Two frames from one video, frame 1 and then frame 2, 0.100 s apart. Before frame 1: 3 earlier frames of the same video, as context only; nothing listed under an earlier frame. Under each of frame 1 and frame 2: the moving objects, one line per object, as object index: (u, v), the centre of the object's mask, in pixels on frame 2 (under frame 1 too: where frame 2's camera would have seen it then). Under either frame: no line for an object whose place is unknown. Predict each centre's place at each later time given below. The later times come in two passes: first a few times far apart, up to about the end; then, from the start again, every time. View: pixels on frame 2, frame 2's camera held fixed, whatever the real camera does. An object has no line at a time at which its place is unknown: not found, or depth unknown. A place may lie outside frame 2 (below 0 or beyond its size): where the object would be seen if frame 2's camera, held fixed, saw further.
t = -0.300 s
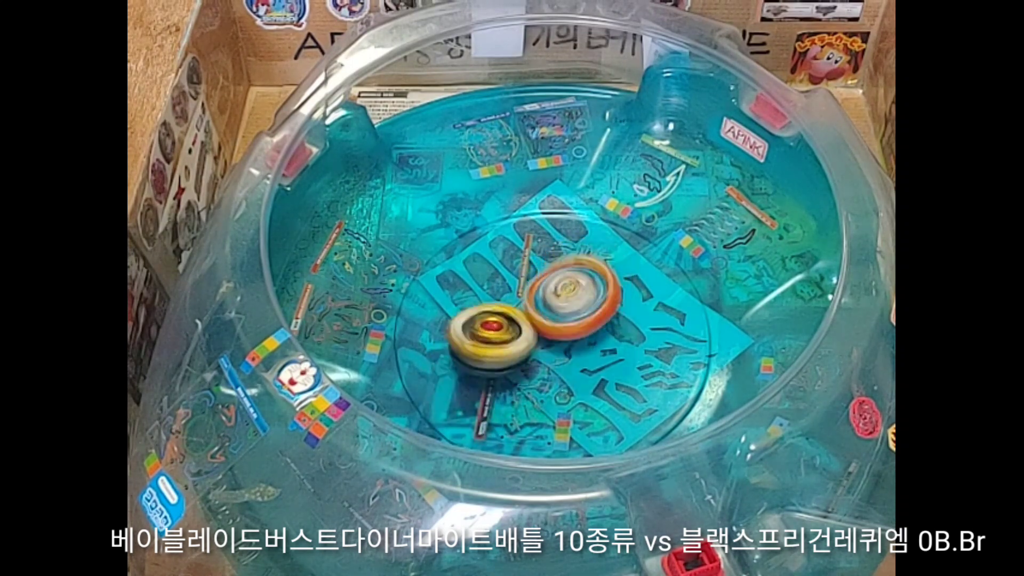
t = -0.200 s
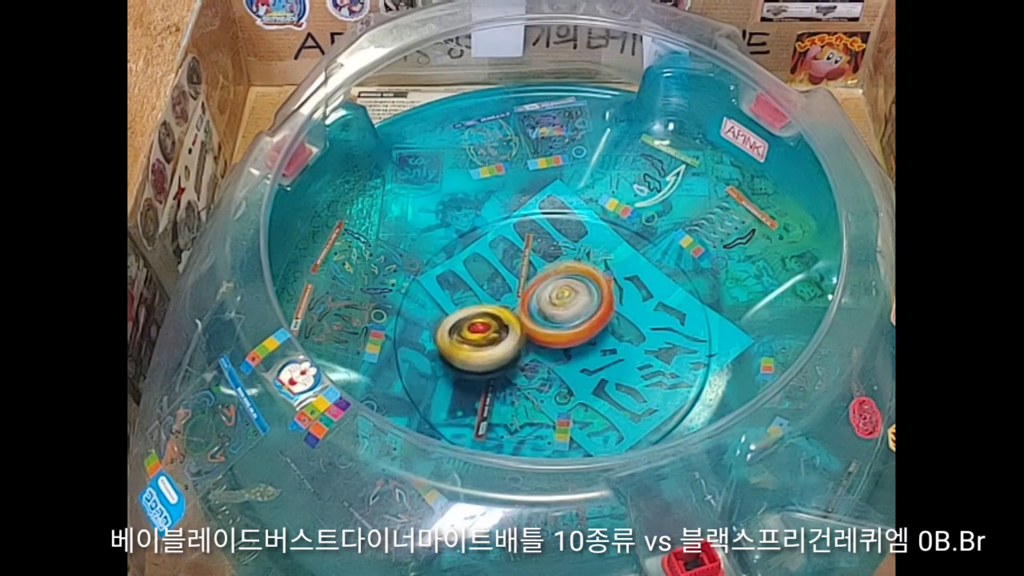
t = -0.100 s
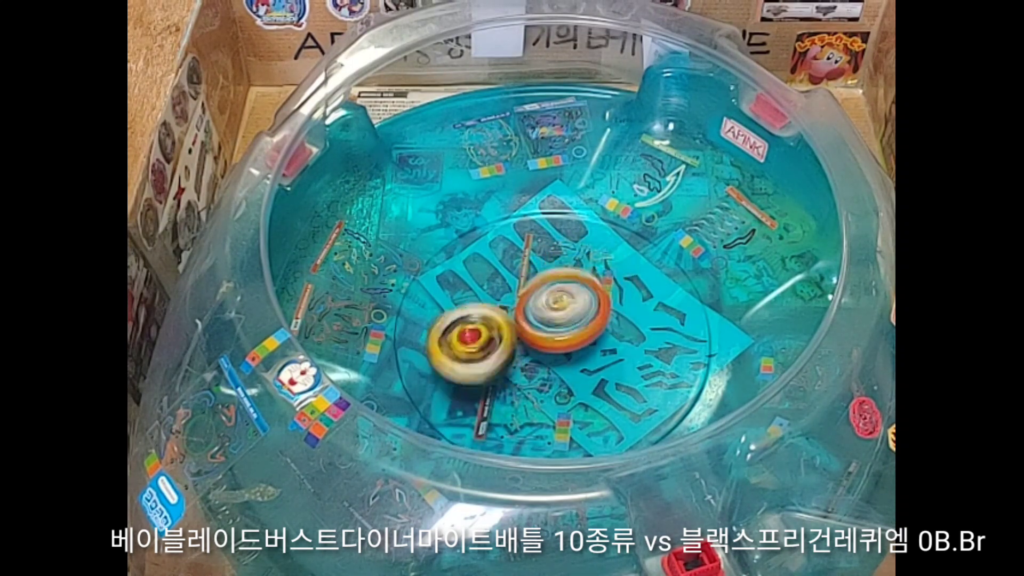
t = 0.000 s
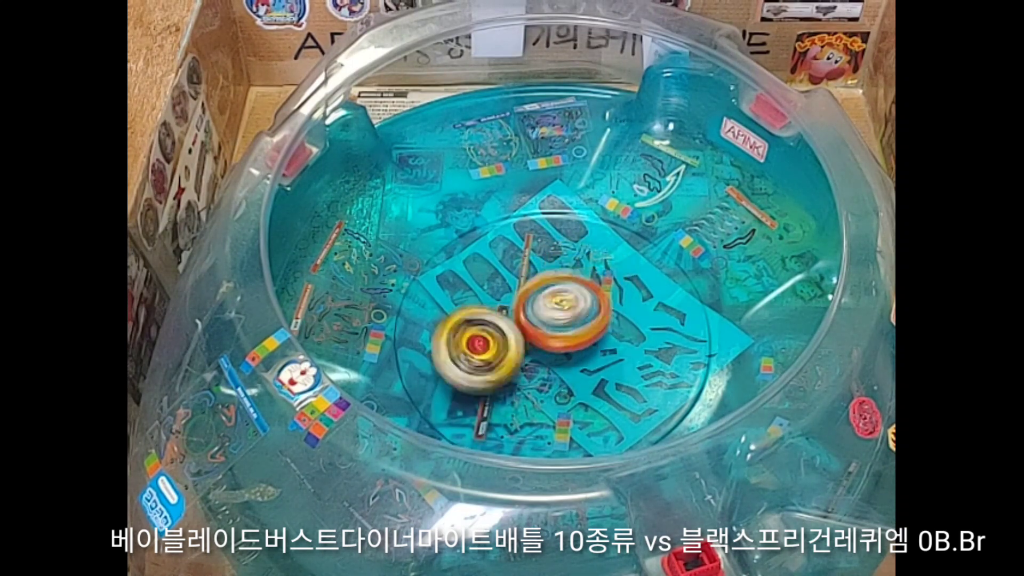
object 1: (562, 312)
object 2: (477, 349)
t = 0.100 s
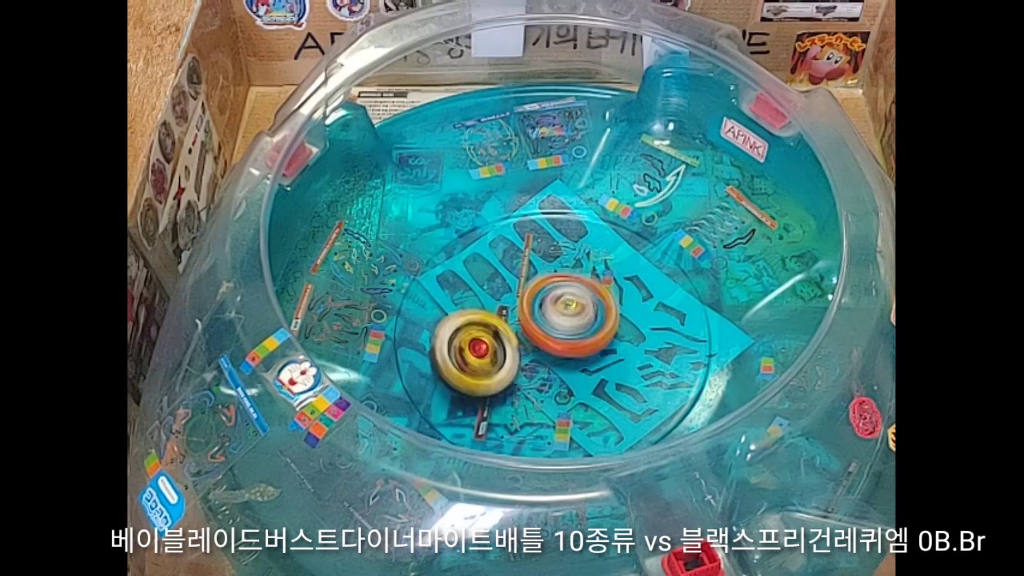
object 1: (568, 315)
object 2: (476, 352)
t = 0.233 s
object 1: (566, 314)
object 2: (480, 347)
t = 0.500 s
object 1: (568, 320)
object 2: (470, 338)
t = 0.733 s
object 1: (573, 325)
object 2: (465, 335)
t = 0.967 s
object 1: (574, 337)
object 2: (480, 315)
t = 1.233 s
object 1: (567, 347)
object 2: (495, 276)
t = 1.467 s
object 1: (552, 345)
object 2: (517, 266)
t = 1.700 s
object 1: (547, 342)
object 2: (543, 257)
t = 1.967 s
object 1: (548, 347)
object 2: (547, 262)
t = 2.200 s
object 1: (567, 370)
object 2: (545, 245)
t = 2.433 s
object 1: (582, 382)
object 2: (548, 265)
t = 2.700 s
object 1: (572, 367)
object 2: (545, 277)
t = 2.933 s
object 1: (560, 352)
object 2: (538, 261)
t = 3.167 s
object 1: (563, 348)
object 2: (545, 263)
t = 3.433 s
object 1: (552, 349)
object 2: (555, 264)
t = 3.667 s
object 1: (548, 364)
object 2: (560, 283)
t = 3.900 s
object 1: (548, 360)
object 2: (583, 286)
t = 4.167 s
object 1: (545, 362)
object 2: (586, 286)
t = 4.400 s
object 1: (557, 352)
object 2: (584, 278)
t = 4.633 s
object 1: (558, 353)
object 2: (560, 275)
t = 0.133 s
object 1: (566, 317)
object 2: (475, 355)
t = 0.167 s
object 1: (563, 316)
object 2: (477, 354)
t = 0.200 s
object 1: (564, 313)
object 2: (478, 350)
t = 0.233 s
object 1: (566, 314)
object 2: (480, 347)
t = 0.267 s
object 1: (567, 316)
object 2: (479, 342)
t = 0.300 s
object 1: (567, 317)
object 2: (473, 341)
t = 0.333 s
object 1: (567, 319)
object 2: (471, 342)
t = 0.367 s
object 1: (566, 320)
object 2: (473, 340)
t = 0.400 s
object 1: (565, 318)
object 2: (474, 339)
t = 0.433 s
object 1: (568, 318)
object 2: (471, 338)
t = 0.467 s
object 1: (568, 320)
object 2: (469, 339)
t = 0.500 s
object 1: (568, 320)
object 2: (470, 338)
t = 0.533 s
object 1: (567, 320)
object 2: (471, 336)
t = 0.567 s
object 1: (567, 319)
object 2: (477, 335)
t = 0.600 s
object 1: (568, 319)
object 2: (478, 332)
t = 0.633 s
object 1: (574, 320)
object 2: (469, 333)
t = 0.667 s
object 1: (574, 321)
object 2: (466, 334)
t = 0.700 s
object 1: (573, 323)
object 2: (465, 335)
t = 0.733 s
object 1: (573, 325)
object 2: (465, 335)
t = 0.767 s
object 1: (574, 329)
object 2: (467, 333)
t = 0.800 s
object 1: (575, 331)
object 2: (465, 333)
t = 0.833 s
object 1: (575, 333)
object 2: (467, 330)
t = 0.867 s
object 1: (575, 334)
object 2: (469, 326)
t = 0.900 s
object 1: (574, 335)
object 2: (472, 323)
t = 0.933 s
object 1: (574, 337)
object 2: (477, 320)
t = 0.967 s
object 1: (574, 337)
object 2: (480, 315)
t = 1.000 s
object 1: (576, 338)
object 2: (484, 310)
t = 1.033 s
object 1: (576, 339)
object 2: (489, 305)
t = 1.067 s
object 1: (576, 340)
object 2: (488, 300)
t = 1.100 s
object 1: (576, 342)
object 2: (485, 294)
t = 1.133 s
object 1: (572, 343)
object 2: (489, 287)
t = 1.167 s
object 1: (569, 345)
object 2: (493, 283)
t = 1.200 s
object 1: (568, 347)
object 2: (494, 279)
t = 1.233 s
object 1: (567, 347)
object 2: (495, 276)
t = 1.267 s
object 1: (565, 347)
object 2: (500, 273)
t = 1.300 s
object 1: (565, 348)
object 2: (503, 271)
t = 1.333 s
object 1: (564, 347)
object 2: (504, 271)
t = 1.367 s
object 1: (561, 347)
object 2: (507, 269)
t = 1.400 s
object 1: (559, 347)
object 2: (511, 267)
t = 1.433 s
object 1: (555, 345)
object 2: (514, 268)
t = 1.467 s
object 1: (552, 345)
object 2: (517, 266)
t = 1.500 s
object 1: (550, 345)
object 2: (521, 263)
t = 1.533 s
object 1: (550, 344)
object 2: (525, 264)
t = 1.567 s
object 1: (549, 344)
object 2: (529, 262)
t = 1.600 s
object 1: (549, 343)
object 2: (533, 260)
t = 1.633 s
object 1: (547, 343)
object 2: (538, 260)
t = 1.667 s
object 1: (546, 344)
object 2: (540, 257)
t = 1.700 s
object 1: (547, 342)
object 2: (543, 257)
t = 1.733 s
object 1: (548, 343)
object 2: (548, 260)
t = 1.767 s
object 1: (550, 344)
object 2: (549, 260)
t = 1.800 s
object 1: (548, 345)
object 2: (549, 260)
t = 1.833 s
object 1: (549, 347)
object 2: (550, 261)
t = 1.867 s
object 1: (548, 346)
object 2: (550, 261)
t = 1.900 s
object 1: (547, 347)
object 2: (548, 261)
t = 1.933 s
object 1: (548, 346)
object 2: (548, 262)
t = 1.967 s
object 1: (548, 347)
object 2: (547, 262)
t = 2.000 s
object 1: (550, 347)
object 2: (544, 261)
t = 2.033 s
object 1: (550, 347)
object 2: (544, 262)
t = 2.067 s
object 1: (553, 347)
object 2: (544, 263)
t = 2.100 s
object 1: (554, 348)
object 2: (543, 264)
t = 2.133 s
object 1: (554, 357)
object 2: (542, 261)
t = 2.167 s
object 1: (560, 363)
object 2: (542, 253)
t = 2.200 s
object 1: (567, 370)
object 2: (545, 245)
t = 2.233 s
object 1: (572, 374)
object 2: (544, 242)
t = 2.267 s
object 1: (578, 379)
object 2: (543, 241)
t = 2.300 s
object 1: (581, 381)
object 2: (544, 243)
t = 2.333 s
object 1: (585, 382)
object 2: (545, 247)
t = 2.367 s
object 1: (587, 383)
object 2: (546, 252)
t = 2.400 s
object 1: (585, 384)
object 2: (546, 260)
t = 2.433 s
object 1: (582, 382)
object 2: (548, 265)
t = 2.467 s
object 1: (582, 379)
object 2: (553, 271)
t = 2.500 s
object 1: (583, 376)
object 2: (555, 272)
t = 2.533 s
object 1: (585, 374)
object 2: (556, 273)
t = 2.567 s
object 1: (583, 372)
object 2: (555, 275)
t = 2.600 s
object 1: (582, 370)
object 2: (554, 278)
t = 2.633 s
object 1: (579, 368)
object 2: (556, 283)
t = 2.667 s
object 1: (576, 365)
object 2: (552, 284)
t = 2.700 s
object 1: (572, 367)
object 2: (545, 277)
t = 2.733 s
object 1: (568, 366)
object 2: (535, 273)
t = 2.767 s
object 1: (568, 363)
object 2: (530, 272)
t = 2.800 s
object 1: (568, 360)
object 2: (531, 272)
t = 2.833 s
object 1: (569, 355)
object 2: (535, 272)
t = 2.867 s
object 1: (566, 354)
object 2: (540, 271)
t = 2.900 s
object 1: (561, 352)
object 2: (540, 266)
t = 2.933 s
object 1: (560, 352)
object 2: (538, 261)
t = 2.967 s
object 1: (558, 351)
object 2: (537, 259)
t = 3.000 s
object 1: (557, 349)
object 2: (538, 260)
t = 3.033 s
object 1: (558, 347)
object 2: (540, 260)
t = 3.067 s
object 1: (561, 345)
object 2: (543, 262)
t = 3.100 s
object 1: (567, 346)
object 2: (547, 264)
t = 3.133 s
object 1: (565, 347)
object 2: (546, 267)
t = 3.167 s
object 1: (563, 348)
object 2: (545, 263)
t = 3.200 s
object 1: (563, 346)
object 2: (542, 259)
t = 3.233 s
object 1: (565, 343)
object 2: (547, 259)
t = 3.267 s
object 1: (569, 340)
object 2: (554, 255)
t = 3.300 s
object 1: (570, 342)
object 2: (554, 250)
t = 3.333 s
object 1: (565, 344)
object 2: (552, 251)
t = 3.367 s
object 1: (561, 344)
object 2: (549, 256)
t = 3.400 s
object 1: (557, 345)
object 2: (553, 263)
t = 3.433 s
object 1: (552, 349)
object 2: (555, 264)
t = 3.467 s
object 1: (549, 351)
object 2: (558, 263)
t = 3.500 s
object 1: (550, 354)
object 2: (559, 262)
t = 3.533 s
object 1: (551, 359)
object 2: (558, 261)
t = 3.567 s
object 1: (550, 360)
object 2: (553, 267)
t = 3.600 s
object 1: (549, 361)
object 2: (554, 271)
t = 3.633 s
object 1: (548, 364)
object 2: (556, 278)
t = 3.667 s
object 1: (548, 364)
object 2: (560, 283)
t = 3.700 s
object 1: (548, 365)
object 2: (566, 286)
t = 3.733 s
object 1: (550, 366)
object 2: (571, 286)
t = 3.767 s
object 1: (550, 367)
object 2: (576, 286)
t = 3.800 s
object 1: (549, 364)
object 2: (578, 288)
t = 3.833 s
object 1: (547, 363)
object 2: (581, 288)
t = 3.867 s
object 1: (547, 361)
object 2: (582, 287)
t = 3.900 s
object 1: (548, 360)
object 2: (583, 286)
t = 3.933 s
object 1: (548, 358)
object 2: (584, 285)
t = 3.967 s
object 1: (544, 359)
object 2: (587, 283)
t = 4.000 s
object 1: (544, 358)
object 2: (589, 284)
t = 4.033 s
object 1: (544, 360)
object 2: (587, 286)
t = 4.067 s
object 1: (544, 362)
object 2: (585, 289)
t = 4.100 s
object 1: (544, 362)
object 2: (585, 290)
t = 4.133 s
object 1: (544, 362)
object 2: (586, 289)
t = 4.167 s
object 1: (545, 362)
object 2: (586, 286)
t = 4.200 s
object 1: (546, 362)
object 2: (589, 284)
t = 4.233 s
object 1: (546, 360)
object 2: (588, 282)
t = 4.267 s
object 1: (547, 357)
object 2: (587, 281)
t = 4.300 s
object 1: (550, 355)
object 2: (586, 281)
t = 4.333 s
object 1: (552, 353)
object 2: (585, 282)
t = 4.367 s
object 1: (555, 352)
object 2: (584, 281)
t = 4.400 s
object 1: (557, 352)
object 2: (584, 278)
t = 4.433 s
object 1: (558, 354)
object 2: (583, 278)
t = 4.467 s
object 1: (558, 355)
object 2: (581, 278)
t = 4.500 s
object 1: (558, 355)
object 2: (578, 278)
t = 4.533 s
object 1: (558, 355)
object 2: (575, 277)
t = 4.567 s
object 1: (557, 355)
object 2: (571, 277)
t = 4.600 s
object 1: (557, 354)
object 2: (567, 277)
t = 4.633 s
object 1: (558, 353)
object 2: (560, 275)
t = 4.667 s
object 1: (559, 351)
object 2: (556, 274)
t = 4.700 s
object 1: (561, 350)
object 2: (553, 273)
